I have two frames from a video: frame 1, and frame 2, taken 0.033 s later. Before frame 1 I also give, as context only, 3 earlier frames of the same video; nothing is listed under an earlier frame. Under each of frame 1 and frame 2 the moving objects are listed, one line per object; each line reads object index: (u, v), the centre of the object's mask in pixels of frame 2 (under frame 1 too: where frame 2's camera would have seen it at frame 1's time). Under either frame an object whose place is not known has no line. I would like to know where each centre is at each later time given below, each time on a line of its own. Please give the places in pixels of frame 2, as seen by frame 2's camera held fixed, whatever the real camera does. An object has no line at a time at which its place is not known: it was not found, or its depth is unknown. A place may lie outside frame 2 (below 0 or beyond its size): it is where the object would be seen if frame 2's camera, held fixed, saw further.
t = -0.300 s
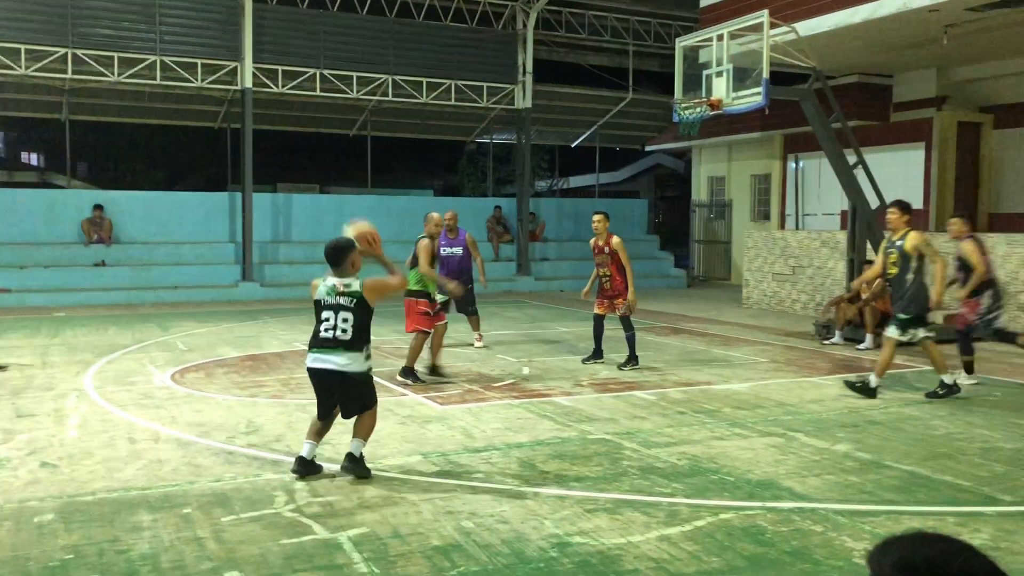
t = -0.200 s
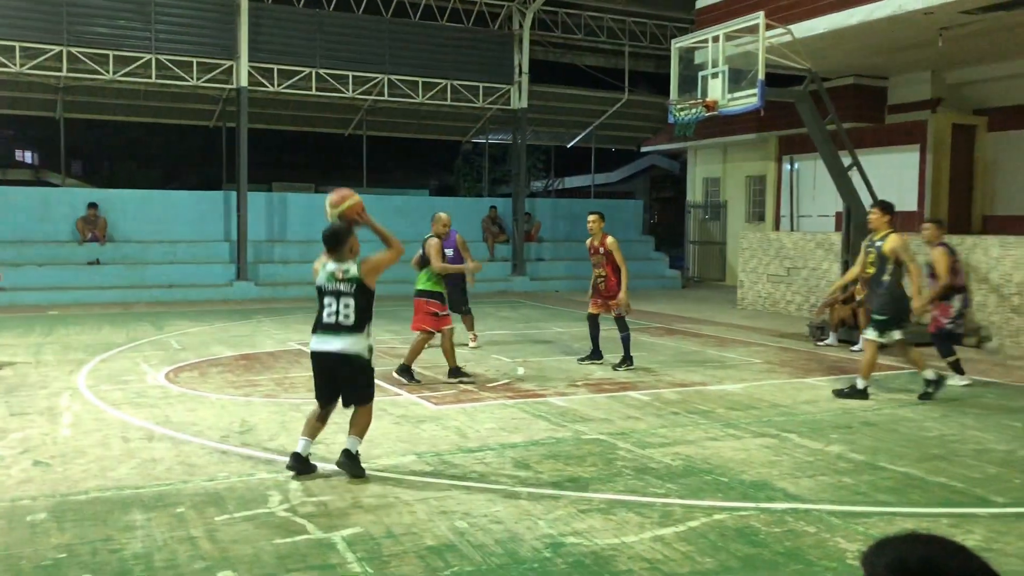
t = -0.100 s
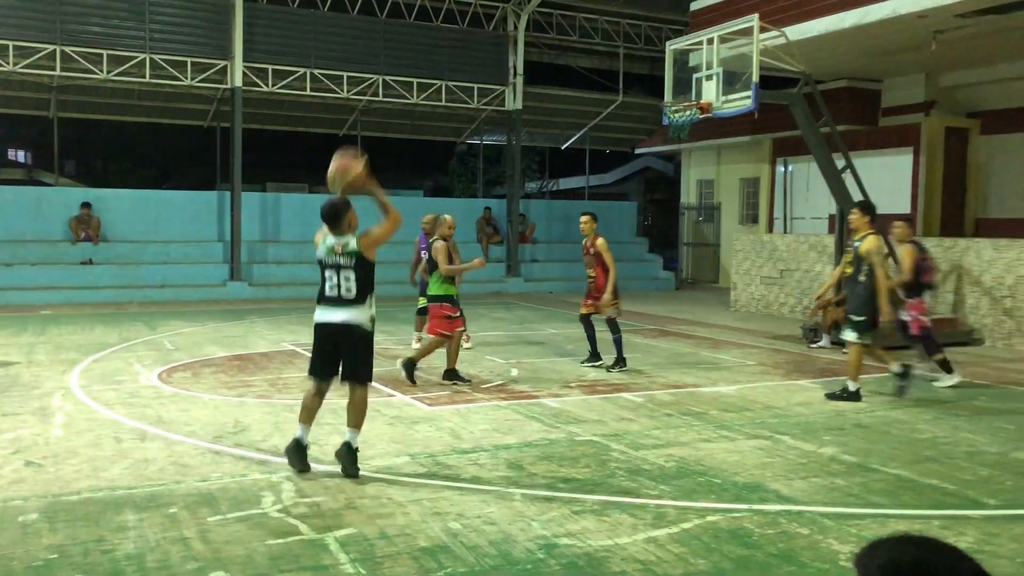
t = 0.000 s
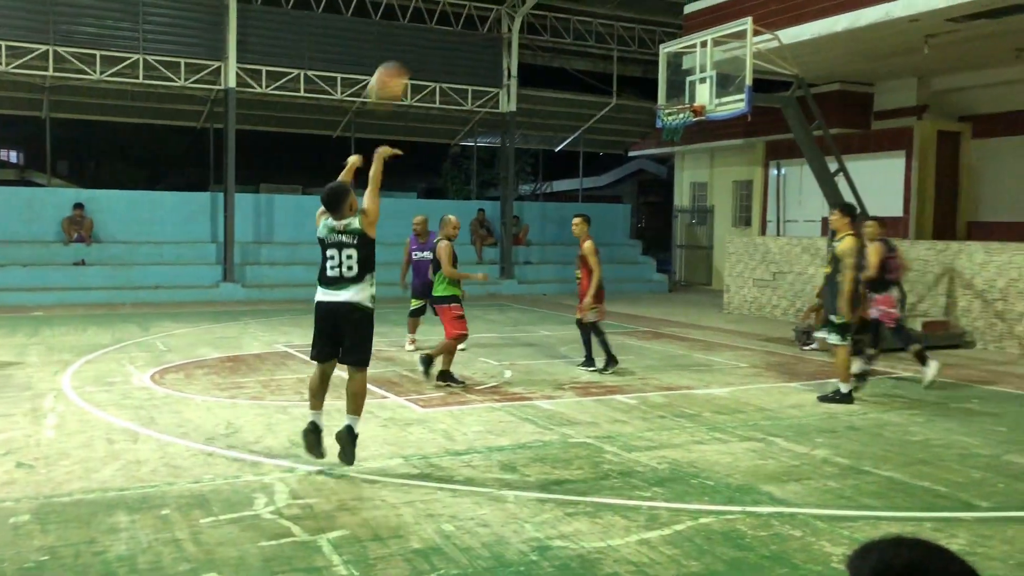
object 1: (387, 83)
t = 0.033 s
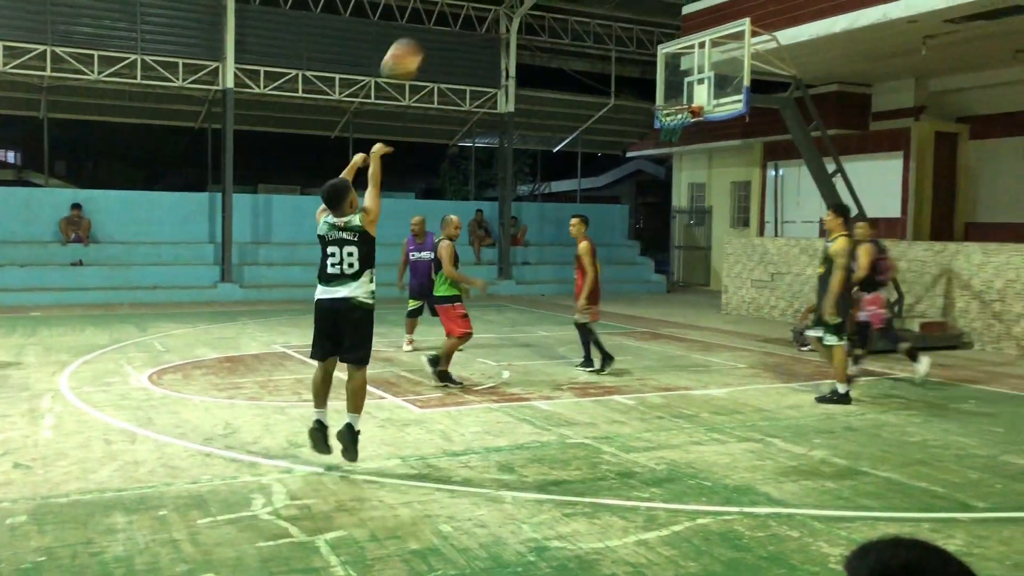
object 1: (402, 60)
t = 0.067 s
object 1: (417, 39)
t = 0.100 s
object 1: (432, 19)
